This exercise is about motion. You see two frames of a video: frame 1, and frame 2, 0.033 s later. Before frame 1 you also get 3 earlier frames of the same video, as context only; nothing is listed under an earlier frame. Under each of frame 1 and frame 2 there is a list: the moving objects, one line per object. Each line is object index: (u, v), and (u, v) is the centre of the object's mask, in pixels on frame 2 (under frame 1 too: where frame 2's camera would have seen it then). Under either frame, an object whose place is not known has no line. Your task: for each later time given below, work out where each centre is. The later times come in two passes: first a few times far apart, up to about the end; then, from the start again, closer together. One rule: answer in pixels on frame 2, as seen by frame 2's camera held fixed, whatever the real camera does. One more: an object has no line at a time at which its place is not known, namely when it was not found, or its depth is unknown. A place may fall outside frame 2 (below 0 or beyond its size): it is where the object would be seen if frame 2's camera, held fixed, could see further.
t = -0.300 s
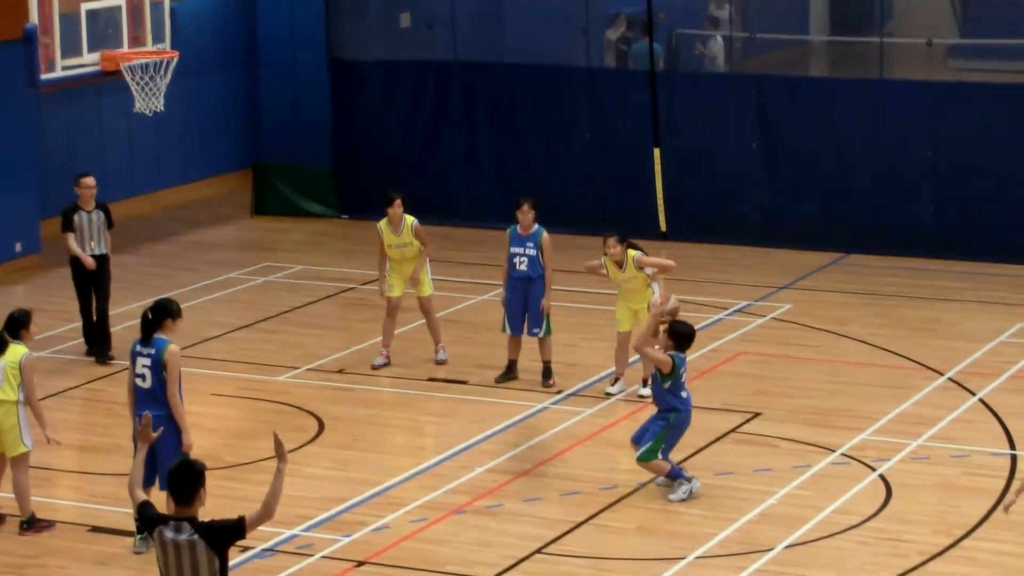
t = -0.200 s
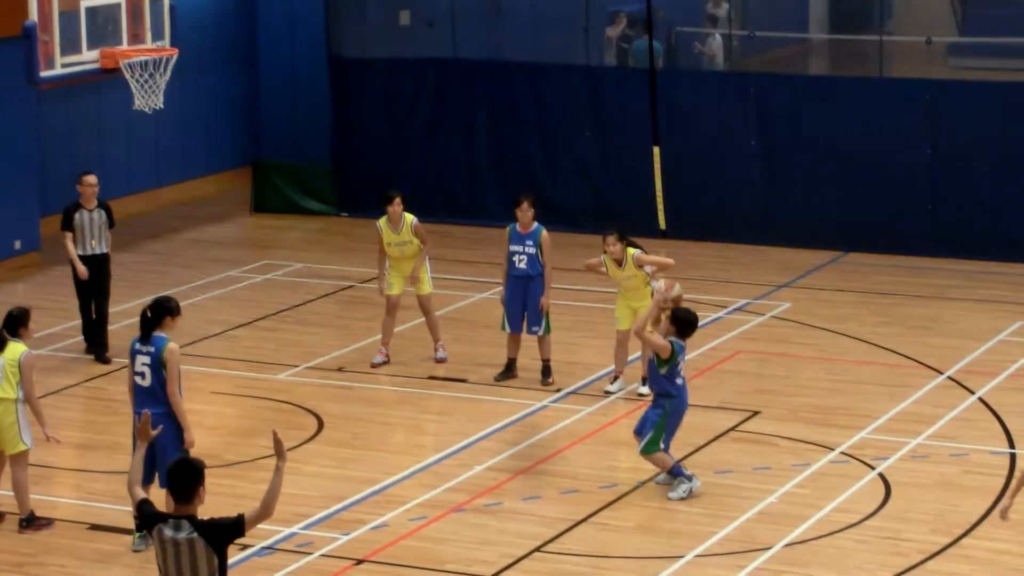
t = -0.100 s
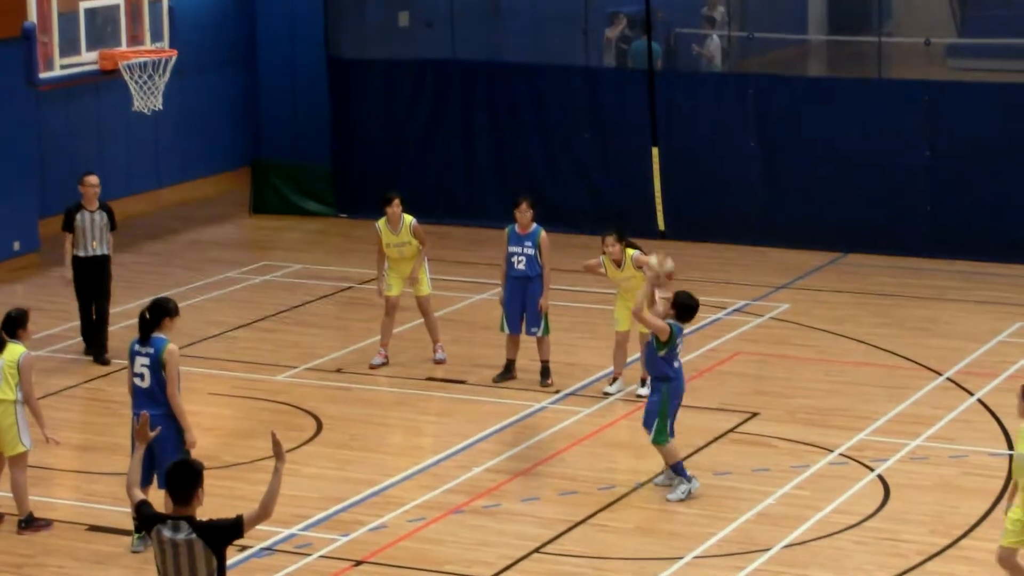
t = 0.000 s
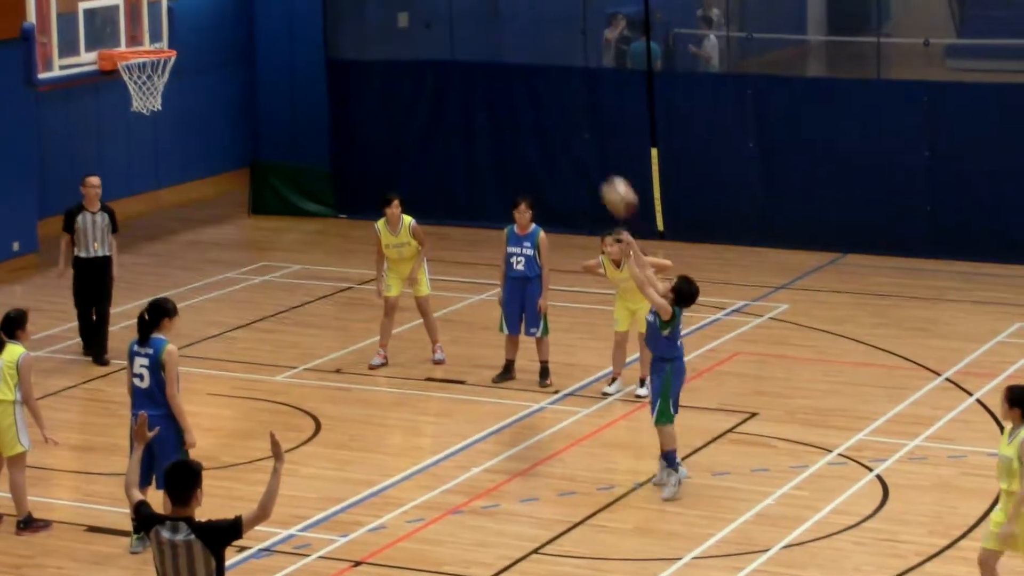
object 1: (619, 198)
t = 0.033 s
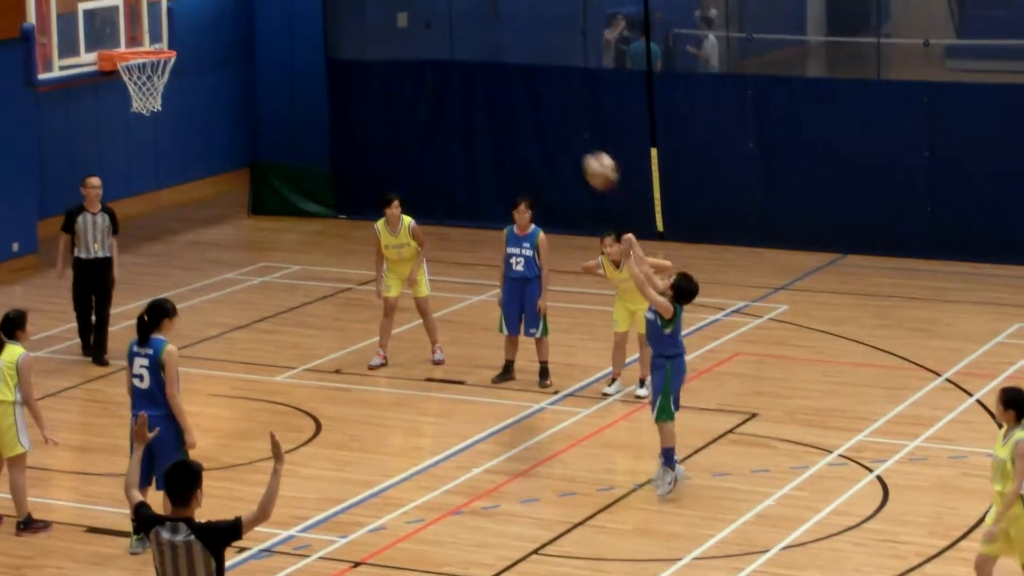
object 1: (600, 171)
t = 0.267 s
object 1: (473, 27)
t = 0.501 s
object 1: (354, -39)
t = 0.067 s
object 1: (582, 146)
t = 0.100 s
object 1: (564, 122)
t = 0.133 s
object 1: (545, 100)
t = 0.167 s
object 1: (526, 80)
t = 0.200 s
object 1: (508, 61)
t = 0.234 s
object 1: (490, 43)
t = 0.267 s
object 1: (473, 27)
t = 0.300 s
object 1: (455, 13)
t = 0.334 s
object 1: (438, 0)
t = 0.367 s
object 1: (421, -11)
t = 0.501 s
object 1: (354, -39)
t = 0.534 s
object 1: (338, -43)
